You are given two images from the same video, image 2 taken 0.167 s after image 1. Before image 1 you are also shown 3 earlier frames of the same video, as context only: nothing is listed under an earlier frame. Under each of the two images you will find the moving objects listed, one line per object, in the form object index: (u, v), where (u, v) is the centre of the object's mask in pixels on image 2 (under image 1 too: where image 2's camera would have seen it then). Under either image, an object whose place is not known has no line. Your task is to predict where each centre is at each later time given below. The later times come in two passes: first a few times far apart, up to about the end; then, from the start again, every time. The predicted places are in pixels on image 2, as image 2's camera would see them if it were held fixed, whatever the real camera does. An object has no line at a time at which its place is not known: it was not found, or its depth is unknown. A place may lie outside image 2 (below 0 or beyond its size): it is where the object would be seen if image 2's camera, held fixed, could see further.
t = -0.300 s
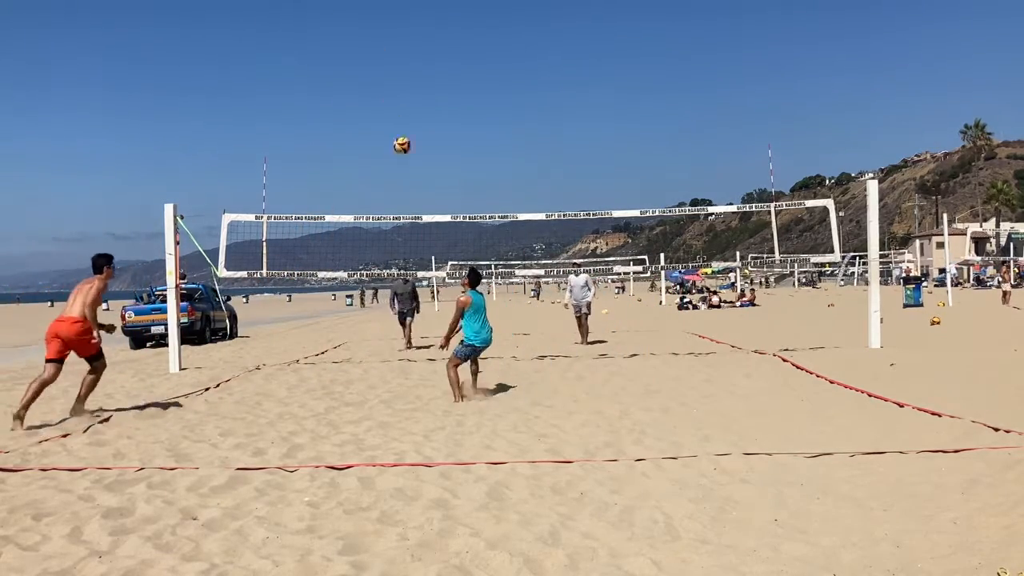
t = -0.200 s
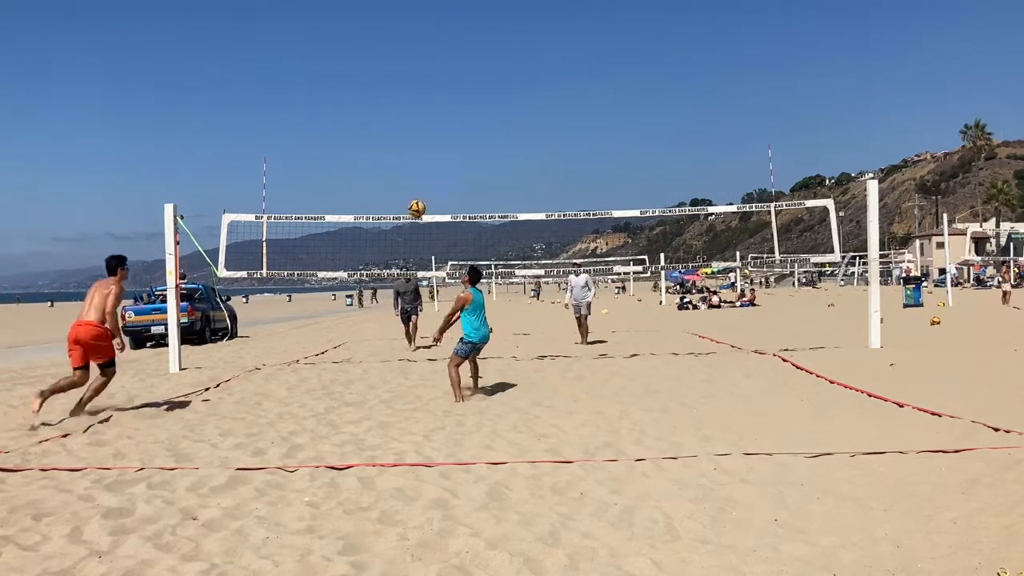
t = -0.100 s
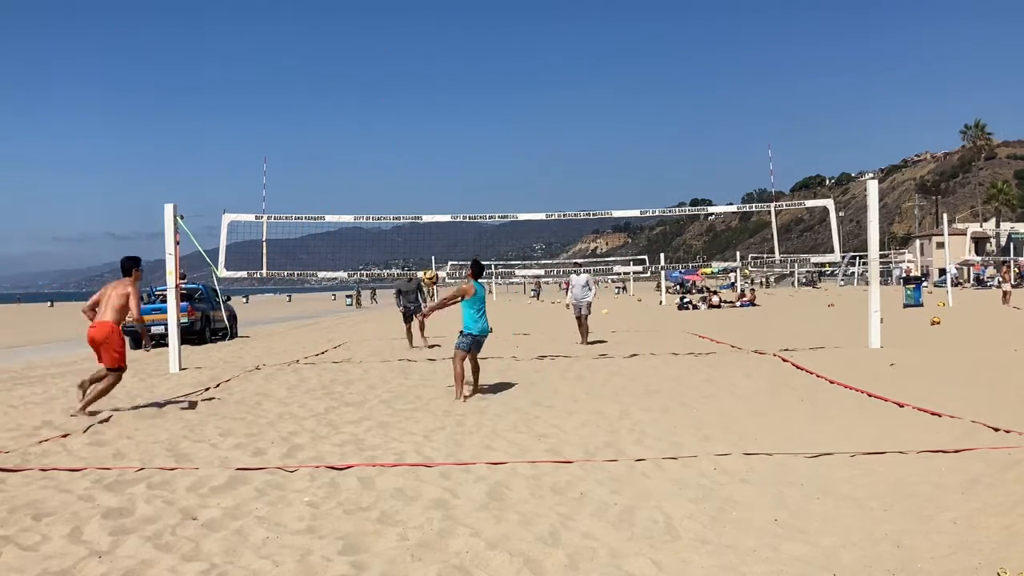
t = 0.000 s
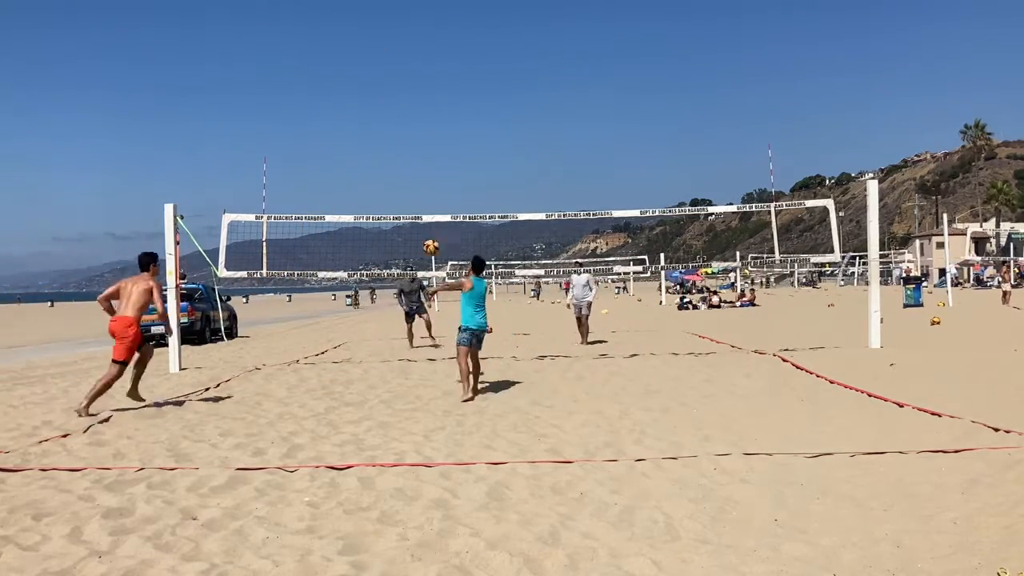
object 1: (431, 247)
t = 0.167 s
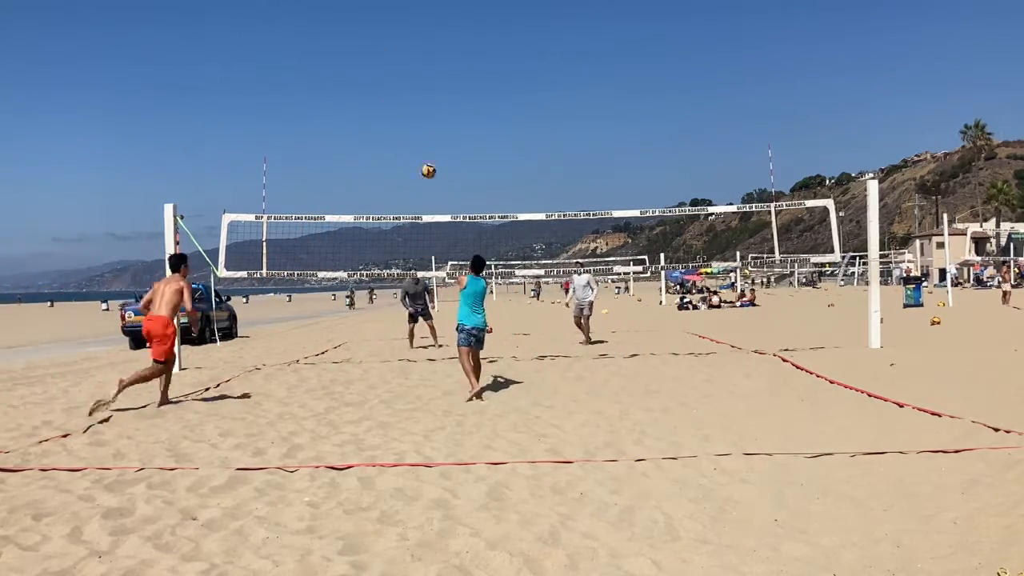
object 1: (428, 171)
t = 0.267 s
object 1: (428, 140)
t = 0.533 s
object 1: (433, 100)
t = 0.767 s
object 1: (439, 104)
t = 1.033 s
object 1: (446, 140)
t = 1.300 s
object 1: (451, 201)
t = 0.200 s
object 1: (428, 159)
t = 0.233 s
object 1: (428, 149)
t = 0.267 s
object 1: (428, 140)
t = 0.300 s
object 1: (429, 131)
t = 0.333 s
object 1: (429, 125)
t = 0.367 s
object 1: (430, 118)
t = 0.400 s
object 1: (430, 113)
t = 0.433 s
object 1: (431, 108)
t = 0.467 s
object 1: (432, 105)
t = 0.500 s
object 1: (432, 102)
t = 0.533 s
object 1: (433, 100)
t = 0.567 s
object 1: (433, 99)
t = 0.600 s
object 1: (435, 98)
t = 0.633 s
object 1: (435, 98)
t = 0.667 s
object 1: (436, 99)
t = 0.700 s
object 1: (437, 101)
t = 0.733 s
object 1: (438, 102)
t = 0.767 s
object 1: (439, 104)
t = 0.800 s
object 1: (440, 107)
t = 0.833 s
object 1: (441, 110)
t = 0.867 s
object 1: (442, 114)
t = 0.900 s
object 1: (442, 118)
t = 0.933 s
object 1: (443, 123)
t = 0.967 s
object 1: (444, 129)
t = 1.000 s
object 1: (445, 134)
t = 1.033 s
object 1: (446, 140)
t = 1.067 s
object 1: (447, 147)
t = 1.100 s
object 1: (447, 153)
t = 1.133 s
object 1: (448, 160)
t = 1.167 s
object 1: (449, 168)
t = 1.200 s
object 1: (450, 176)
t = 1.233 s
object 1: (450, 184)
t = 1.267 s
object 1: (451, 193)
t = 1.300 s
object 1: (451, 201)
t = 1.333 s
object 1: (452, 210)
